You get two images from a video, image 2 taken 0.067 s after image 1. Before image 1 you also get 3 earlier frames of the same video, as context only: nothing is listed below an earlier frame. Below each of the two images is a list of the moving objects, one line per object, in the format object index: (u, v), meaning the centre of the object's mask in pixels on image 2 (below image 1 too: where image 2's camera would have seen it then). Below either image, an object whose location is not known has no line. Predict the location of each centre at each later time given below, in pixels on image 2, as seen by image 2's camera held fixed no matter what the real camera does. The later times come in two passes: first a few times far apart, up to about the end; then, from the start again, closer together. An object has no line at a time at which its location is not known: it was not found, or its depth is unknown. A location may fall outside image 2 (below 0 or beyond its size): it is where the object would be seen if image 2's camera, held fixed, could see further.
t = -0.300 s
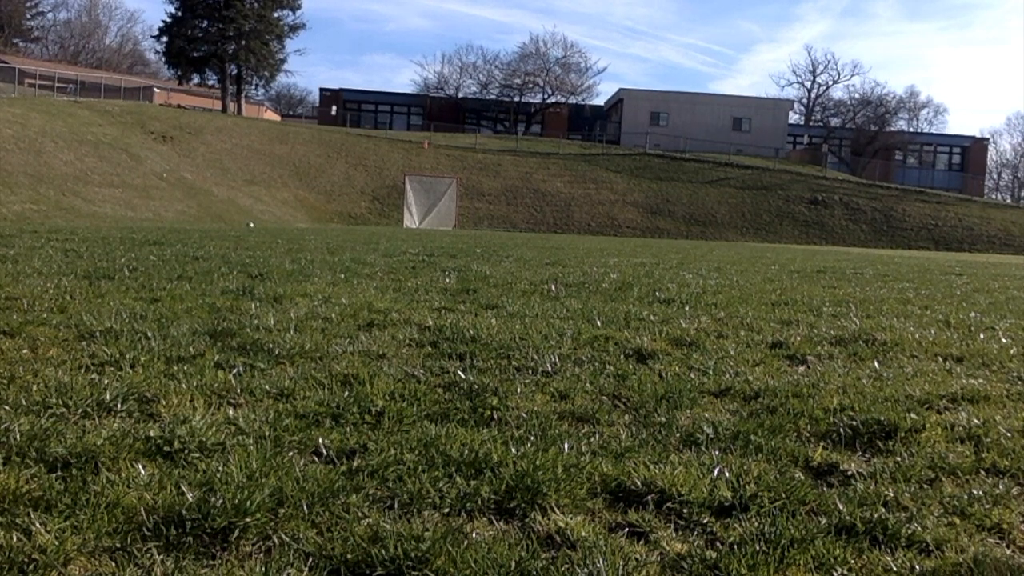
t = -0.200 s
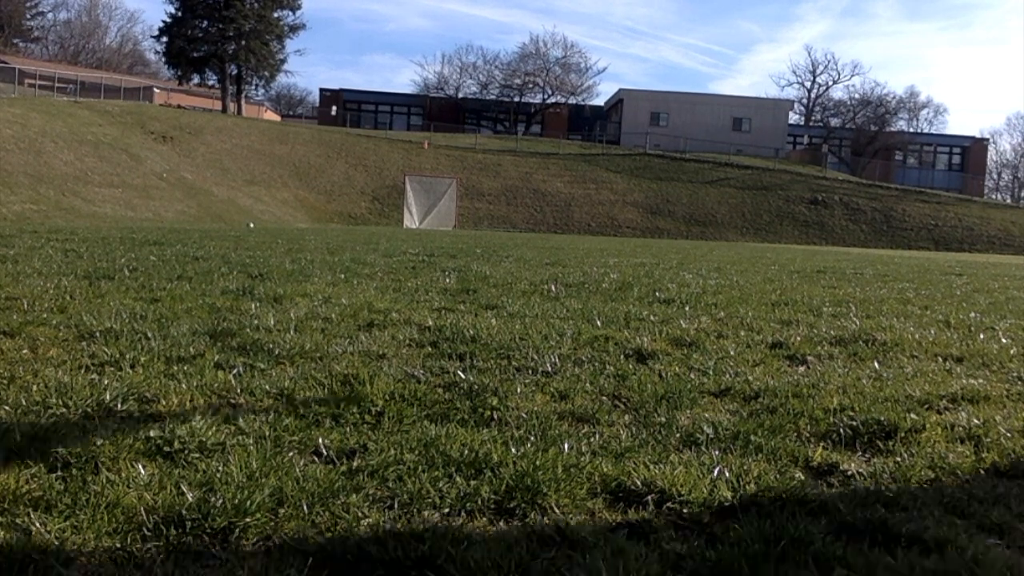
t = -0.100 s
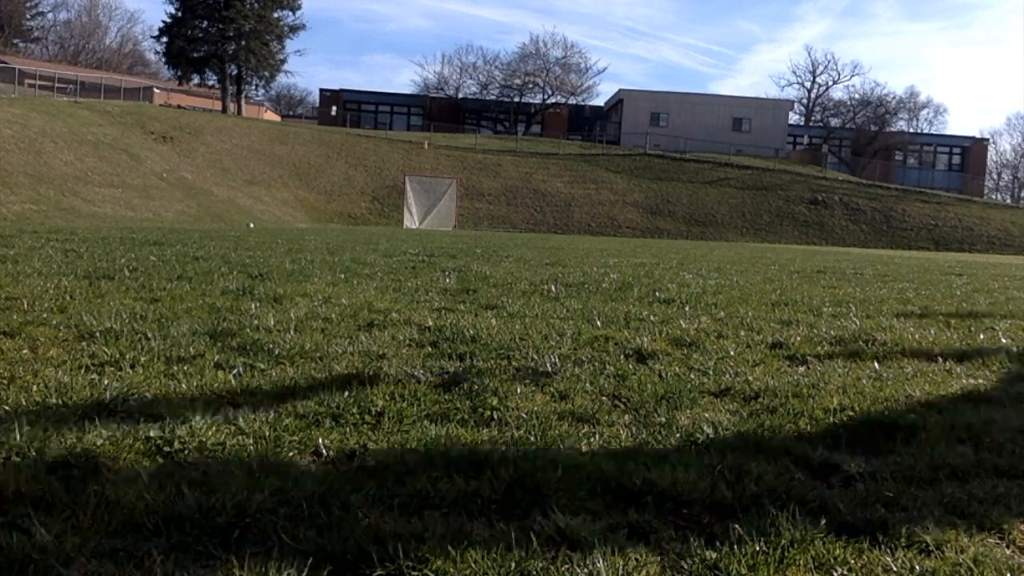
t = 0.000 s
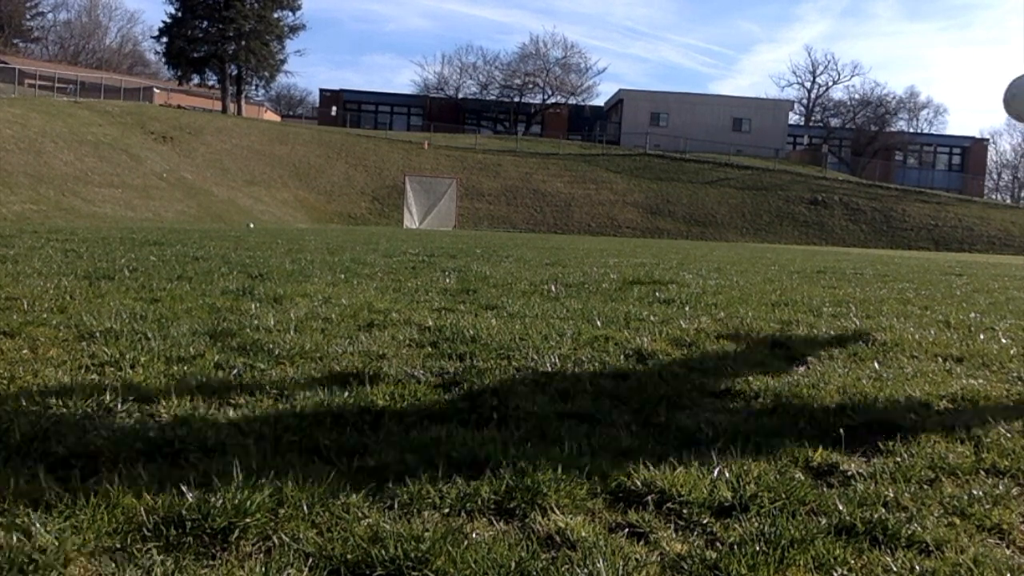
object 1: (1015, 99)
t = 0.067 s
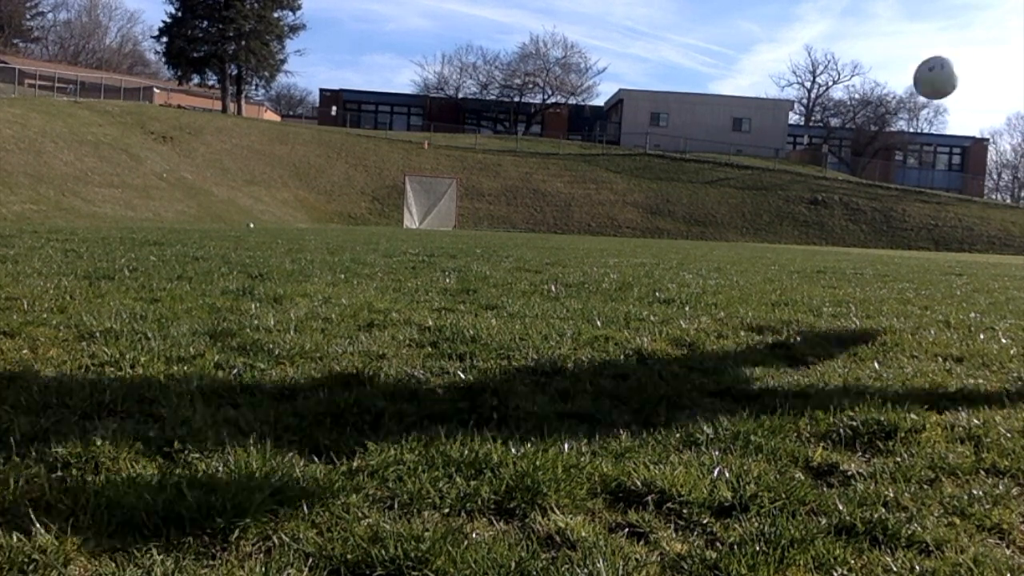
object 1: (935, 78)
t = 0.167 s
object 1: (839, 66)
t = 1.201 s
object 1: (558, 229)
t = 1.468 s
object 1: (531, 225)
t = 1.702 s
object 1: (511, 227)
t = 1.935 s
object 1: (491, 231)
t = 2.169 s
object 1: (473, 230)
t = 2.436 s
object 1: (455, 226)
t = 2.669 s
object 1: (440, 228)
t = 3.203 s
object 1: (409, 227)
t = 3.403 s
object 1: (401, 226)
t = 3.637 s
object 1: (391, 225)
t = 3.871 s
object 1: (384, 225)
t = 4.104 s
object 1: (376, 226)
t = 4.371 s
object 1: (368, 225)
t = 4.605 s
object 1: (363, 225)
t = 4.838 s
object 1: (357, 225)
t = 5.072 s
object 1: (351, 224)
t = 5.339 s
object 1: (347, 224)
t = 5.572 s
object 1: (341, 224)
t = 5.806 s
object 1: (337, 223)
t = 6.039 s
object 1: (333, 224)
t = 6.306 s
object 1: (330, 224)
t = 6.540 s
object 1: (327, 224)
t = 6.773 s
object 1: (325, 224)
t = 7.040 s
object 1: (324, 224)
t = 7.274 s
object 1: (323, 224)
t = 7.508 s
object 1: (323, 224)
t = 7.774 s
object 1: (323, 224)
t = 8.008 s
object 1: (323, 224)
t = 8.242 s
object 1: (323, 224)
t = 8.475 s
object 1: (323, 224)
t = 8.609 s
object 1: (323, 223)
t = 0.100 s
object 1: (898, 72)
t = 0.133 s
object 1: (866, 68)
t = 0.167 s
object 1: (839, 66)
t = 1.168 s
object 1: (561, 233)
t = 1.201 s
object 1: (558, 229)
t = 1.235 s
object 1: (554, 227)
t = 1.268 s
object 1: (551, 224)
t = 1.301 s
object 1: (547, 223)
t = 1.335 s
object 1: (544, 222)
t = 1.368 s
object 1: (541, 222)
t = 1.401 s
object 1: (538, 222)
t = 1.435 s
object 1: (535, 224)
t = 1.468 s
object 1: (531, 225)
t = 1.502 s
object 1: (528, 227)
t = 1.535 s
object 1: (524, 230)
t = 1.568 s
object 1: (522, 233)
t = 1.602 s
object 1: (519, 233)
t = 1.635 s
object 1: (516, 230)
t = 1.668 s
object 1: (513, 229)
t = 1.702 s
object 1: (511, 227)
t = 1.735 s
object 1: (508, 227)
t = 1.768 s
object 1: (505, 226)
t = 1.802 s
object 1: (502, 227)
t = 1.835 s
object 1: (500, 228)
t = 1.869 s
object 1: (497, 230)
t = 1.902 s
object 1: (494, 232)
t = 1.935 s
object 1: (491, 231)
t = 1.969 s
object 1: (489, 230)
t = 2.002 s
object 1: (486, 228)
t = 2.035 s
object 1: (483, 228)
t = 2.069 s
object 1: (480, 227)
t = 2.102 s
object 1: (478, 227)
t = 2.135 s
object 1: (476, 228)
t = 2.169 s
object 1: (473, 230)
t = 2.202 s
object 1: (471, 230)
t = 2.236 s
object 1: (468, 228)
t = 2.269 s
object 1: (466, 226)
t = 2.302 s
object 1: (465, 225)
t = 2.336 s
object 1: (463, 224)
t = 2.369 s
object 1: (460, 225)
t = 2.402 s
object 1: (458, 225)
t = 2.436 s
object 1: (455, 226)
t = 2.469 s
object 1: (453, 228)
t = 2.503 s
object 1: (451, 229)
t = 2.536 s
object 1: (448, 228)
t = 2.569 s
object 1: (446, 228)
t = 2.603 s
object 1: (444, 228)
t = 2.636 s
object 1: (442, 228)
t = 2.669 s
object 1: (440, 228)
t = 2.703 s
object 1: (438, 228)
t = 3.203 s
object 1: (409, 227)
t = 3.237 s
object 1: (407, 227)
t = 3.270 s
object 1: (407, 227)
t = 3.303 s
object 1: (406, 227)
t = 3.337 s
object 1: (405, 228)
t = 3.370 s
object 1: (403, 227)
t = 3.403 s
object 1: (401, 226)
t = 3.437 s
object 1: (400, 226)
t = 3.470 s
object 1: (400, 225)
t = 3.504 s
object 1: (398, 226)
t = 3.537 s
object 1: (396, 226)
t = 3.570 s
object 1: (394, 227)
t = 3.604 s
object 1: (393, 226)
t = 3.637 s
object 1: (391, 225)
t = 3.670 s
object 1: (390, 225)
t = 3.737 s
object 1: (389, 225)
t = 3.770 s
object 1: (388, 226)
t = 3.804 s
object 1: (386, 227)
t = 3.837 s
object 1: (386, 226)
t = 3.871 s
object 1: (384, 225)
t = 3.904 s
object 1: (383, 225)
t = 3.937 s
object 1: (382, 225)
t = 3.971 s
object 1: (380, 226)
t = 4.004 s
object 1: (379, 226)
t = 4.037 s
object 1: (378, 225)
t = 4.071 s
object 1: (377, 225)
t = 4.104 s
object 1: (376, 226)
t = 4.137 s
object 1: (375, 226)
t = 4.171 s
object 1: (375, 225)
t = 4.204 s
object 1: (374, 225)
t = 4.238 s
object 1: (372, 225)
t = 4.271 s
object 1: (371, 225)
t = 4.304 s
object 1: (370, 225)
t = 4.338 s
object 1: (369, 225)
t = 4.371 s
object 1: (368, 225)
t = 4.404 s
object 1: (368, 225)
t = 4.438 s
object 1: (367, 225)
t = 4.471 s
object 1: (366, 225)
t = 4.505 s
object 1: (365, 225)
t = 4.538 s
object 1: (364, 225)
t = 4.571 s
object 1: (363, 225)
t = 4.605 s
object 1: (363, 225)
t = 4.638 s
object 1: (362, 225)
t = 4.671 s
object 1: (362, 225)
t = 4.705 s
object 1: (361, 225)
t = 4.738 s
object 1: (360, 225)
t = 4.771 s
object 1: (359, 225)
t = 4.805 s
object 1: (358, 225)
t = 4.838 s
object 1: (357, 225)
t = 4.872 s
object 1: (356, 225)
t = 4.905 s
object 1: (355, 224)
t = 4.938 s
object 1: (354, 224)
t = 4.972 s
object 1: (353, 224)
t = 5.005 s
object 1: (352, 224)
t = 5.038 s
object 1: (352, 224)
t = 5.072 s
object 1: (351, 224)
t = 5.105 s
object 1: (351, 224)
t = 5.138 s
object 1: (350, 224)
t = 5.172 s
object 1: (350, 224)
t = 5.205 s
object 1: (349, 224)
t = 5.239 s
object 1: (348, 224)
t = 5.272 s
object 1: (347, 224)
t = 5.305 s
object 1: (346, 224)
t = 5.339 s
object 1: (347, 224)
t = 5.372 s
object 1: (345, 224)
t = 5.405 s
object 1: (344, 224)
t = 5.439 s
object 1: (344, 224)
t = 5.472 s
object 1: (343, 224)
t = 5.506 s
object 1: (343, 224)
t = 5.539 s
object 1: (342, 224)
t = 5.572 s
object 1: (341, 224)
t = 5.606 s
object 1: (340, 224)
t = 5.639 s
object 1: (340, 224)
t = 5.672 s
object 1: (339, 224)
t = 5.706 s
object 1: (339, 224)
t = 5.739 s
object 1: (338, 223)
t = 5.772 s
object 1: (337, 223)
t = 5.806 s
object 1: (337, 223)
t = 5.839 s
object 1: (336, 224)
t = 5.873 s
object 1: (336, 224)
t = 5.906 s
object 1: (335, 224)
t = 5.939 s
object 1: (335, 224)
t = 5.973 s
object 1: (335, 224)
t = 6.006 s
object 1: (334, 224)
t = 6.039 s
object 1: (333, 224)
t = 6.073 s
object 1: (333, 224)
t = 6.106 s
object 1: (333, 224)
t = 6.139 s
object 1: (332, 224)
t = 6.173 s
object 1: (332, 224)
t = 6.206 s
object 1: (331, 224)
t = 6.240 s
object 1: (331, 224)
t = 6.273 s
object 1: (331, 224)
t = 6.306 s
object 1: (330, 224)
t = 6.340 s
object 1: (330, 224)
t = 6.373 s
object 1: (330, 224)
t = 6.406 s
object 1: (329, 224)
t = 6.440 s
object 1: (329, 224)
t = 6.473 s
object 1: (329, 224)
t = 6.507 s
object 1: (328, 224)
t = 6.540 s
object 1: (327, 224)
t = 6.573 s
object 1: (327, 224)
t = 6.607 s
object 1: (327, 224)
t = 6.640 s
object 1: (326, 224)
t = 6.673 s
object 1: (326, 224)
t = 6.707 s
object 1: (326, 224)
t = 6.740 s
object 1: (325, 224)
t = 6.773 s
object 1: (325, 224)
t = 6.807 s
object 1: (325, 224)
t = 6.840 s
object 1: (325, 224)
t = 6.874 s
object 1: (325, 224)
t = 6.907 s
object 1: (324, 224)
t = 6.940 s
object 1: (324, 224)
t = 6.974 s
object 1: (324, 224)
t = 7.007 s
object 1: (324, 224)
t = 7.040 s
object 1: (324, 224)
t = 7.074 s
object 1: (324, 224)
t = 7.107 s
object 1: (324, 224)
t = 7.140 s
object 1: (324, 224)
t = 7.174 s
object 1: (324, 224)
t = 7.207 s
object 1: (324, 224)
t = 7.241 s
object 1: (324, 224)
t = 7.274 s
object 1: (323, 224)
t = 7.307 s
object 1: (323, 224)
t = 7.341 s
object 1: (323, 224)
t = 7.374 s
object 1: (323, 224)
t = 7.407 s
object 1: (323, 224)
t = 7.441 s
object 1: (323, 224)
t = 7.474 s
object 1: (323, 224)
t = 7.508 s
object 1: (323, 224)
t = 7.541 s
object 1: (323, 224)
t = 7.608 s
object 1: (323, 224)
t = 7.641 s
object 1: (323, 224)
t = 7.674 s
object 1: (323, 224)
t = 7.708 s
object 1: (323, 224)
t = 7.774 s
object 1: (323, 224)
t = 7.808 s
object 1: (323, 224)
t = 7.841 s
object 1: (323, 224)
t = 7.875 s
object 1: (323, 224)
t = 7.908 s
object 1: (323, 224)
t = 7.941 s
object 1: (323, 224)
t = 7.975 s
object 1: (323, 224)
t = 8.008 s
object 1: (323, 224)
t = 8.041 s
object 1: (323, 224)
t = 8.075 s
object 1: (323, 224)
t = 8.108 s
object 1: (323, 224)
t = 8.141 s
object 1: (323, 223)
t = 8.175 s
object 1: (323, 223)
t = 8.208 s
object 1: (323, 224)
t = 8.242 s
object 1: (323, 224)
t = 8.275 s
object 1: (323, 224)
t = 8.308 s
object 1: (323, 224)
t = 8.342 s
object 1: (323, 224)
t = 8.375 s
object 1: (323, 224)
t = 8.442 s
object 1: (323, 224)
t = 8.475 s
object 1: (323, 224)
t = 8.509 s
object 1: (323, 224)
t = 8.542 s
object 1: (323, 224)
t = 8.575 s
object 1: (323, 224)
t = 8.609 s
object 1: (323, 223)
